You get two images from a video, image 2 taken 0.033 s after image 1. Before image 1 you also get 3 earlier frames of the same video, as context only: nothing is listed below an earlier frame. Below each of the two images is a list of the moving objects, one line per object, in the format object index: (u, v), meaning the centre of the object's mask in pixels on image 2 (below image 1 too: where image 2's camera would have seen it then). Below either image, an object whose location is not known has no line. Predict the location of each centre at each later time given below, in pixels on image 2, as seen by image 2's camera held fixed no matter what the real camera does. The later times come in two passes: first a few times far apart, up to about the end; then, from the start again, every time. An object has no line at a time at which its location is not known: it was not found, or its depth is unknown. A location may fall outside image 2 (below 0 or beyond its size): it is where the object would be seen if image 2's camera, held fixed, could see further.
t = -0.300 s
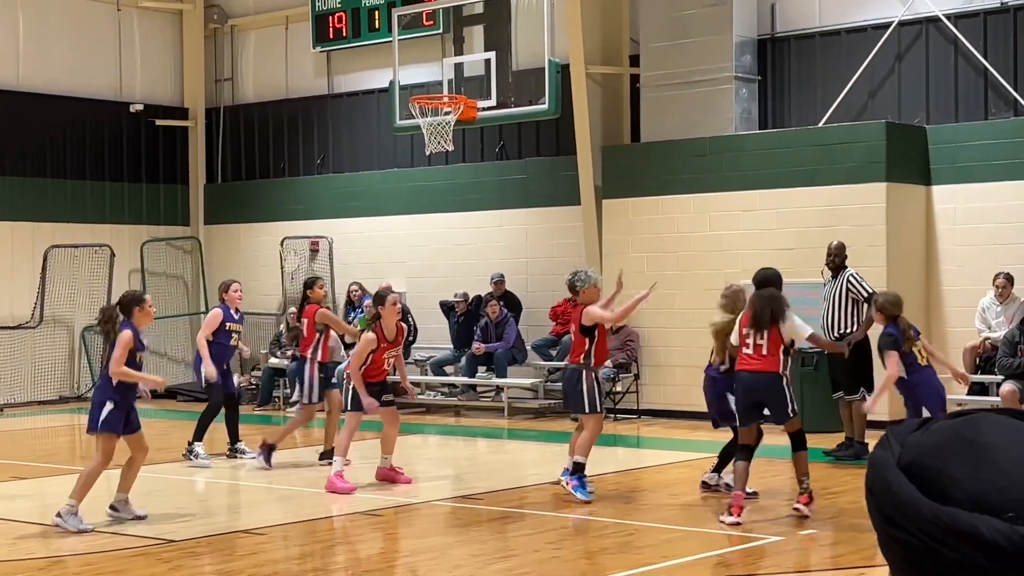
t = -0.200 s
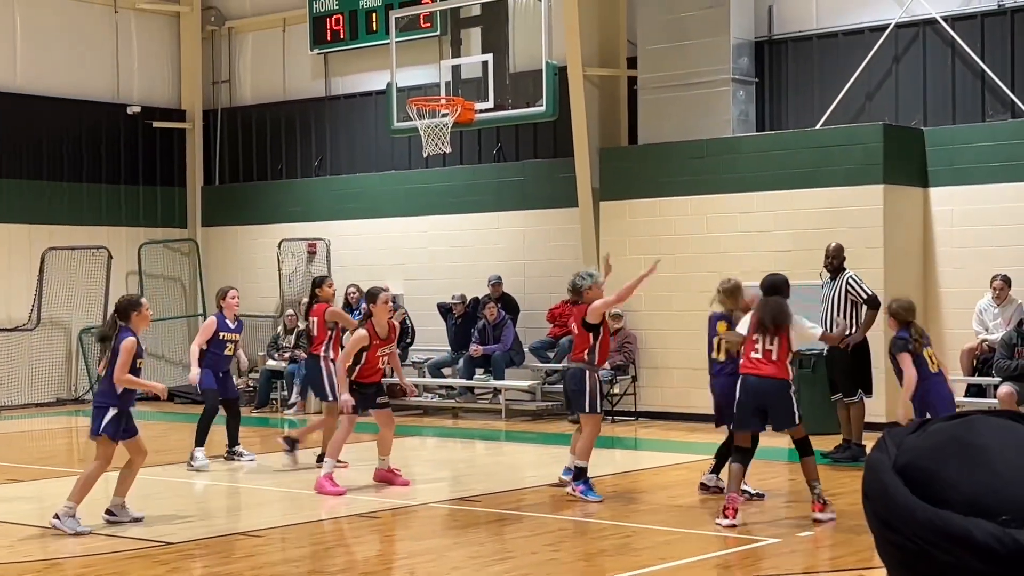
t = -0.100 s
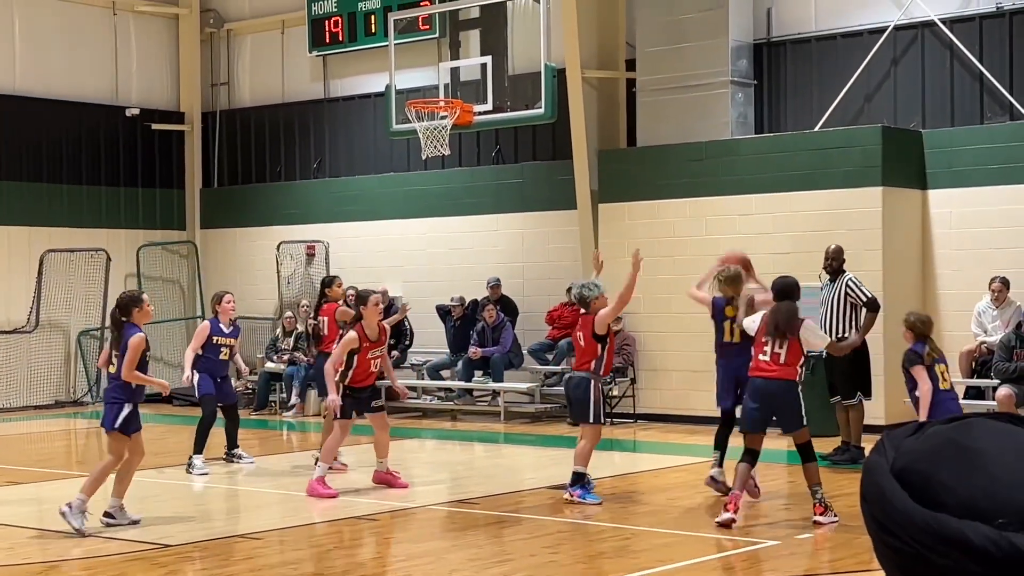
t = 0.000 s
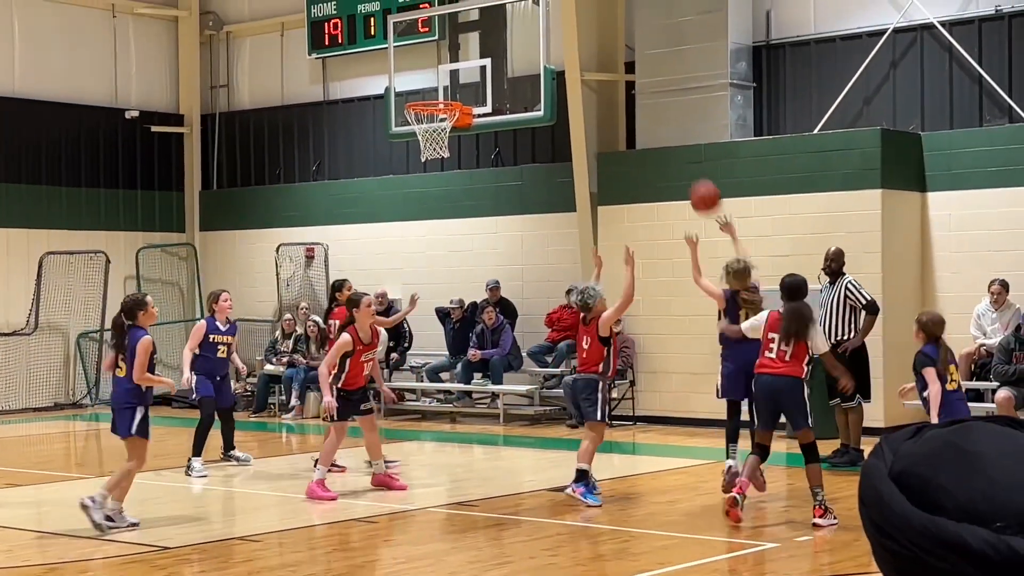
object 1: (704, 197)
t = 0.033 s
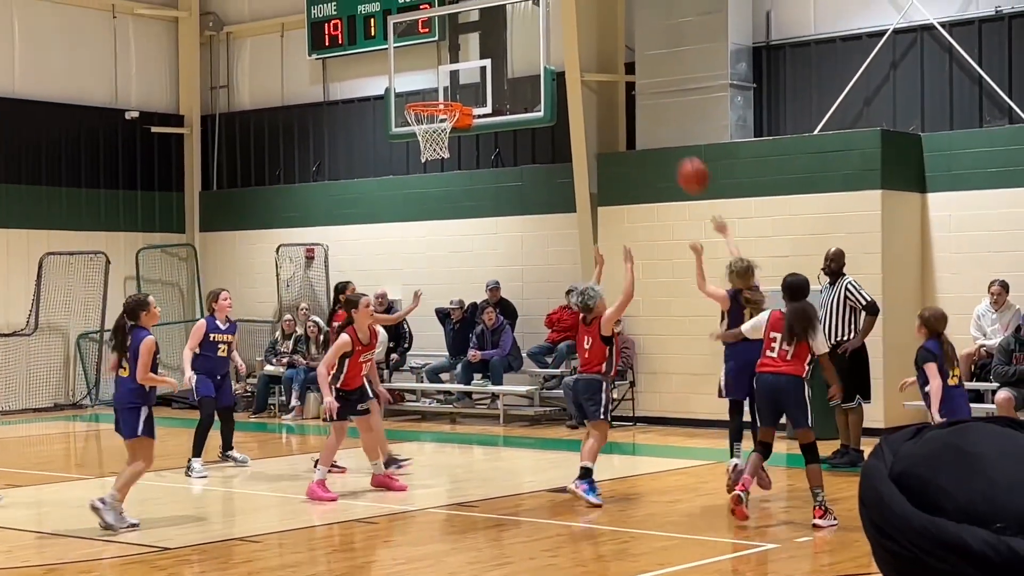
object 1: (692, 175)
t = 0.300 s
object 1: (600, 51)
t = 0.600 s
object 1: (507, 30)
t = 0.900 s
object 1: (433, 89)
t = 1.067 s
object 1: (406, 53)
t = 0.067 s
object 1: (681, 155)
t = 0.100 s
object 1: (669, 134)
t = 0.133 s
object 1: (657, 117)
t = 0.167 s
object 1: (644, 100)
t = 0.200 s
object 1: (634, 86)
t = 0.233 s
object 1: (621, 72)
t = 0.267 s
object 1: (610, 61)
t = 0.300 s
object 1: (600, 51)
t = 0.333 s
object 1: (589, 44)
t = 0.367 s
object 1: (578, 36)
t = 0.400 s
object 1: (567, 32)
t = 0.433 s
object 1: (557, 28)
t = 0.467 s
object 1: (547, 25)
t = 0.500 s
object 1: (537, 24)
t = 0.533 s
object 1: (527, 25)
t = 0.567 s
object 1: (517, 27)
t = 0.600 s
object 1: (507, 30)
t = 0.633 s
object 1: (498, 35)
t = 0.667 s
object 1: (490, 40)
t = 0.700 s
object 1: (481, 46)
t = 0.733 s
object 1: (472, 54)
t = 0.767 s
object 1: (464, 64)
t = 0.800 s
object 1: (455, 74)
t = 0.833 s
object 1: (446, 85)
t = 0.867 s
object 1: (438, 94)
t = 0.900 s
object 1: (433, 89)
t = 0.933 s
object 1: (428, 80)
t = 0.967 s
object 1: (422, 70)
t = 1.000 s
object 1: (417, 64)
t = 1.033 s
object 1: (411, 58)
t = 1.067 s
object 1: (406, 53)
